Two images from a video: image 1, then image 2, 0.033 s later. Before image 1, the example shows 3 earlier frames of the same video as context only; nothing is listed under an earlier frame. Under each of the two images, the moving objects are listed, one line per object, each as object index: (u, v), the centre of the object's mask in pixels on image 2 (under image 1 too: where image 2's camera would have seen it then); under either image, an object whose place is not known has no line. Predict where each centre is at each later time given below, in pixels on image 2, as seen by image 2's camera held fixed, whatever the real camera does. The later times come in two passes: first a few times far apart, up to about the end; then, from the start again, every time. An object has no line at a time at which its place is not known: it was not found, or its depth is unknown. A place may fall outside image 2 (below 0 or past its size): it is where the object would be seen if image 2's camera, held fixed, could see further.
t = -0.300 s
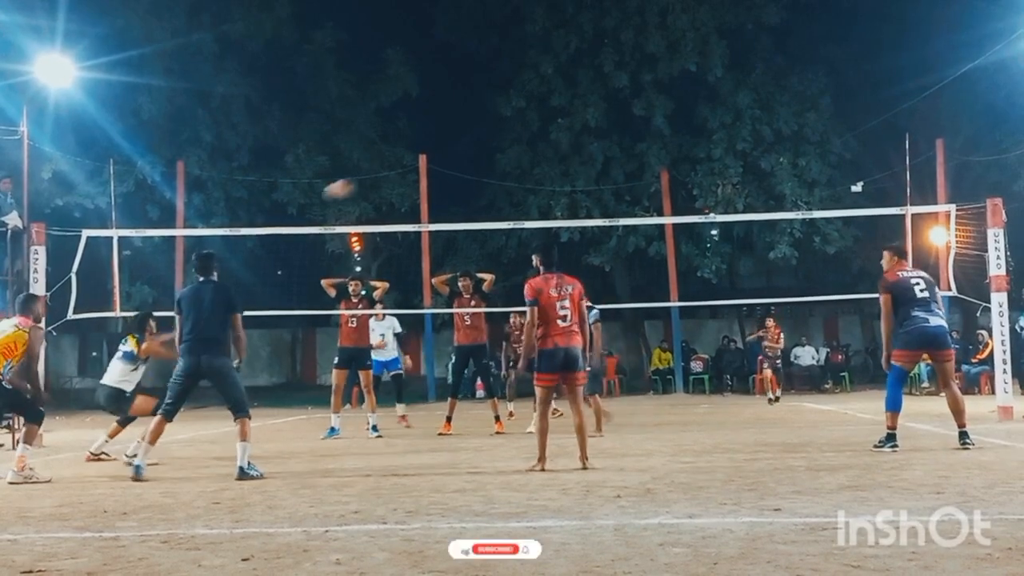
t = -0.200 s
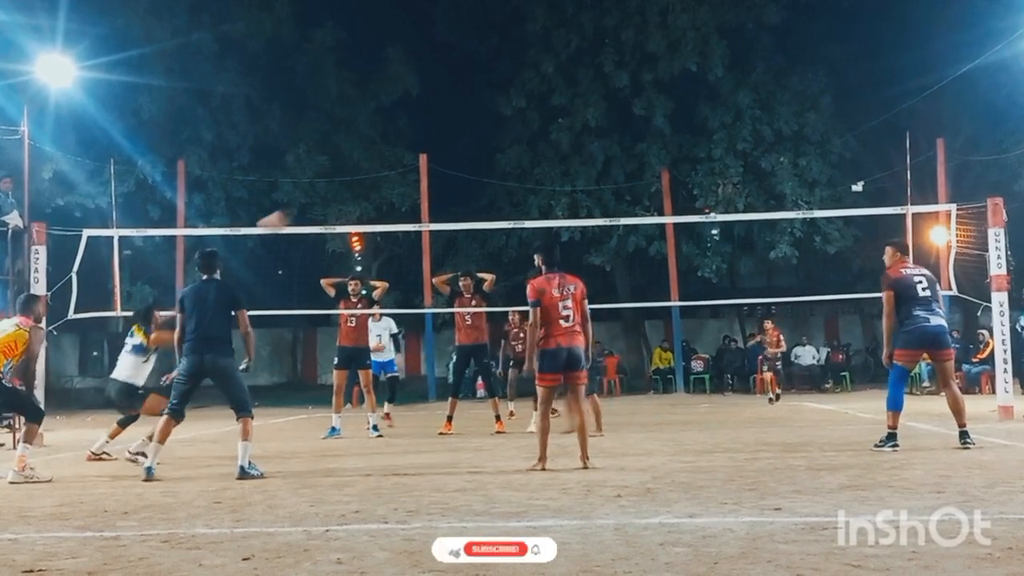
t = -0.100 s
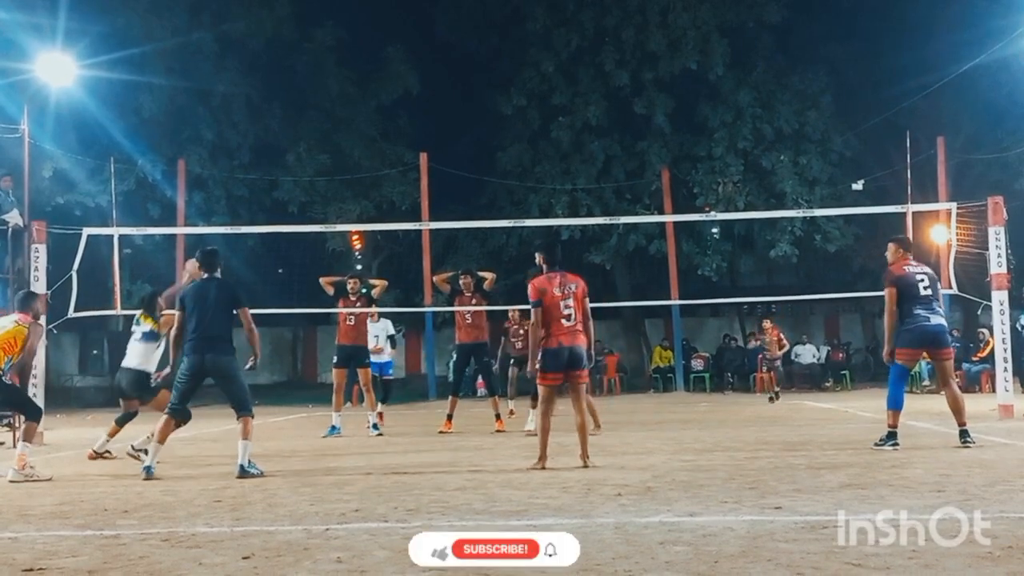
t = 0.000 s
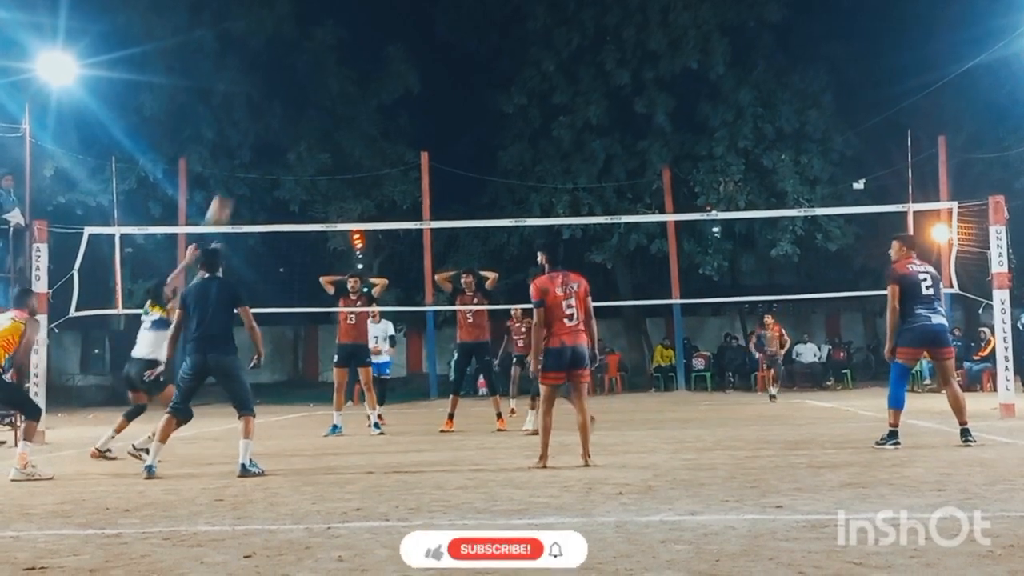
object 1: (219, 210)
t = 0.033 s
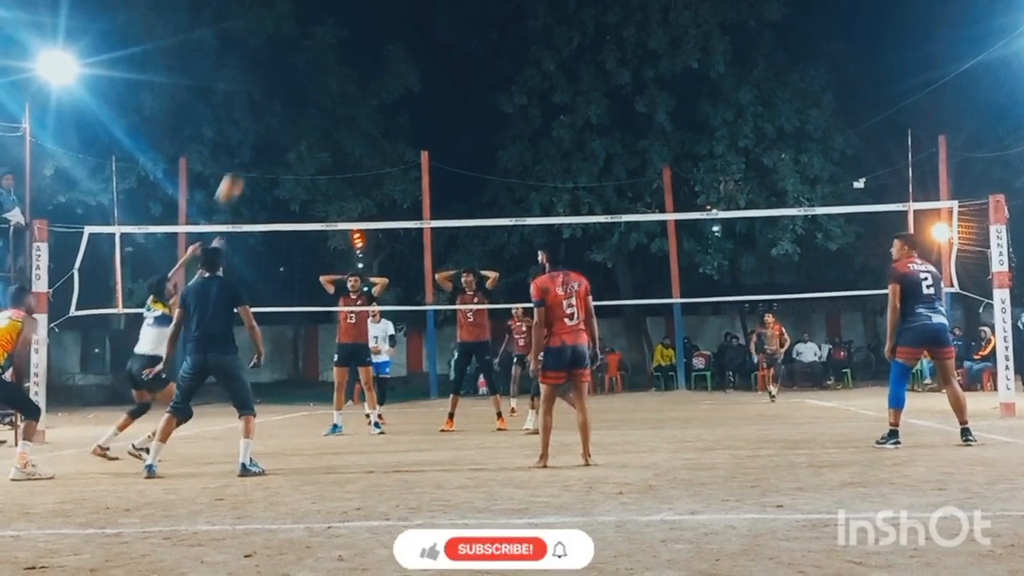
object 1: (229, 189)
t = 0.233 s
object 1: (288, 91)
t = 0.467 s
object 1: (351, 31)
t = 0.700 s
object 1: (409, 24)
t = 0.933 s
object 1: (463, 64)
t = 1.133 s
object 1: (507, 136)
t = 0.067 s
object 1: (240, 169)
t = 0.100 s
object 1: (249, 151)
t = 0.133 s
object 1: (259, 133)
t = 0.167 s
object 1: (269, 118)
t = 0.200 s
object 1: (279, 104)
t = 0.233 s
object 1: (288, 91)
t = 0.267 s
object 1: (298, 79)
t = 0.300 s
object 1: (306, 68)
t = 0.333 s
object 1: (316, 58)
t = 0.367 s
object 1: (325, 50)
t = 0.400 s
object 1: (333, 43)
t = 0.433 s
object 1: (342, 37)
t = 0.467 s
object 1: (351, 31)
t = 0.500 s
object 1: (360, 27)
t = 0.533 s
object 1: (368, 23)
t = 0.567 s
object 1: (376, 21)
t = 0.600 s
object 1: (384, 20)
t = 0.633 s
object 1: (393, 20)
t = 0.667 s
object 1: (401, 21)
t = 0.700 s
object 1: (409, 24)
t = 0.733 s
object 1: (417, 27)
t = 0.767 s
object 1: (425, 31)
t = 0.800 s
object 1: (433, 36)
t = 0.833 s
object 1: (440, 42)
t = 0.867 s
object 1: (448, 48)
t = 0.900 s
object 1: (456, 56)
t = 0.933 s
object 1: (463, 64)
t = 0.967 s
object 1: (471, 74)
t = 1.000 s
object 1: (478, 85)
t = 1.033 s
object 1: (486, 96)
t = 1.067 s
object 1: (493, 109)
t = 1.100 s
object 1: (500, 121)
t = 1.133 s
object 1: (507, 136)
